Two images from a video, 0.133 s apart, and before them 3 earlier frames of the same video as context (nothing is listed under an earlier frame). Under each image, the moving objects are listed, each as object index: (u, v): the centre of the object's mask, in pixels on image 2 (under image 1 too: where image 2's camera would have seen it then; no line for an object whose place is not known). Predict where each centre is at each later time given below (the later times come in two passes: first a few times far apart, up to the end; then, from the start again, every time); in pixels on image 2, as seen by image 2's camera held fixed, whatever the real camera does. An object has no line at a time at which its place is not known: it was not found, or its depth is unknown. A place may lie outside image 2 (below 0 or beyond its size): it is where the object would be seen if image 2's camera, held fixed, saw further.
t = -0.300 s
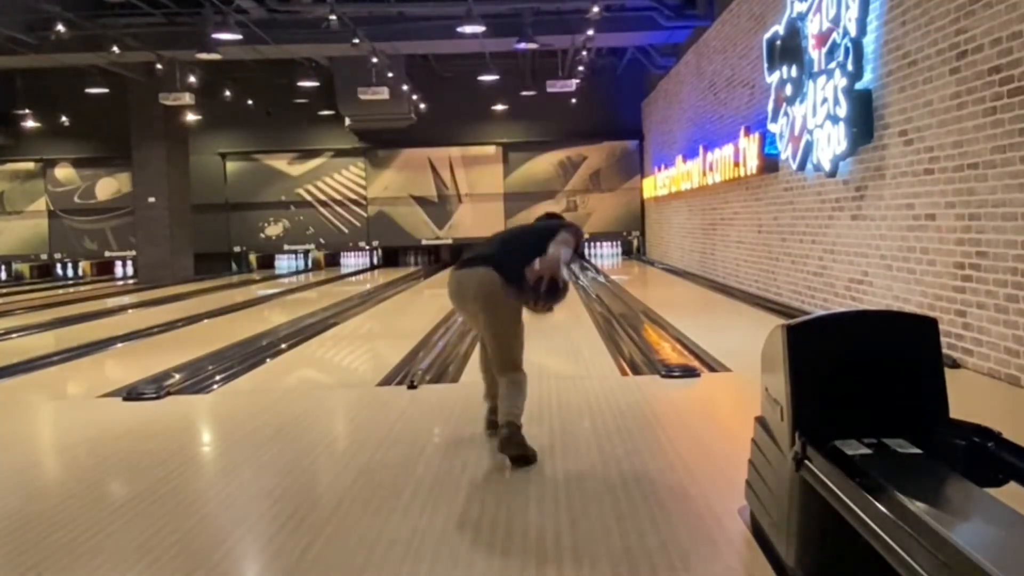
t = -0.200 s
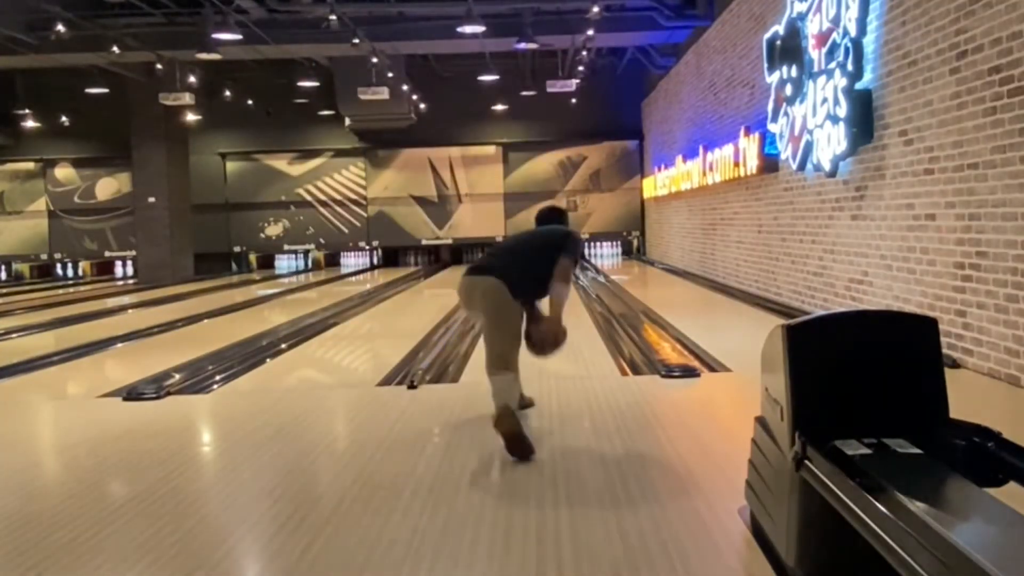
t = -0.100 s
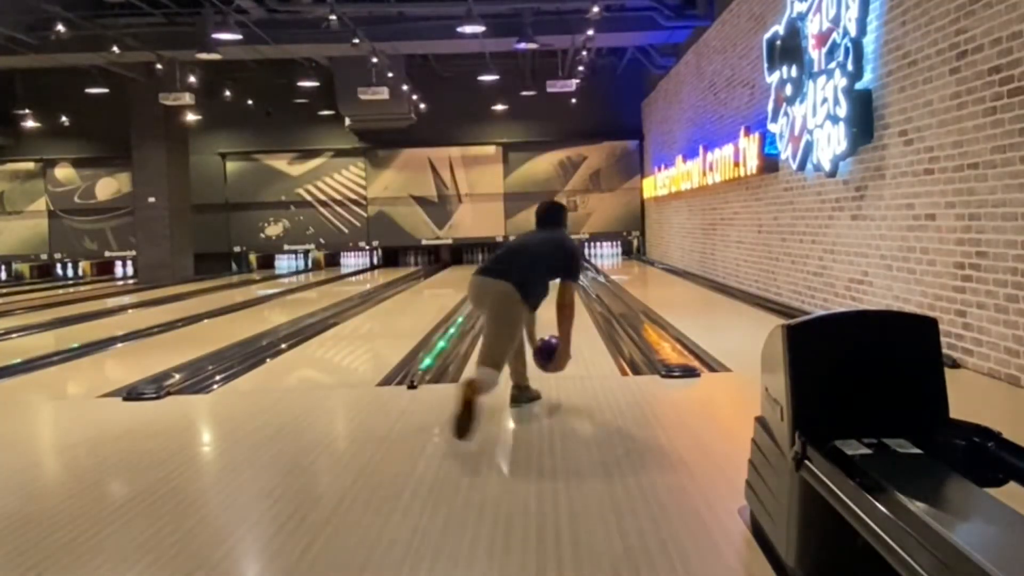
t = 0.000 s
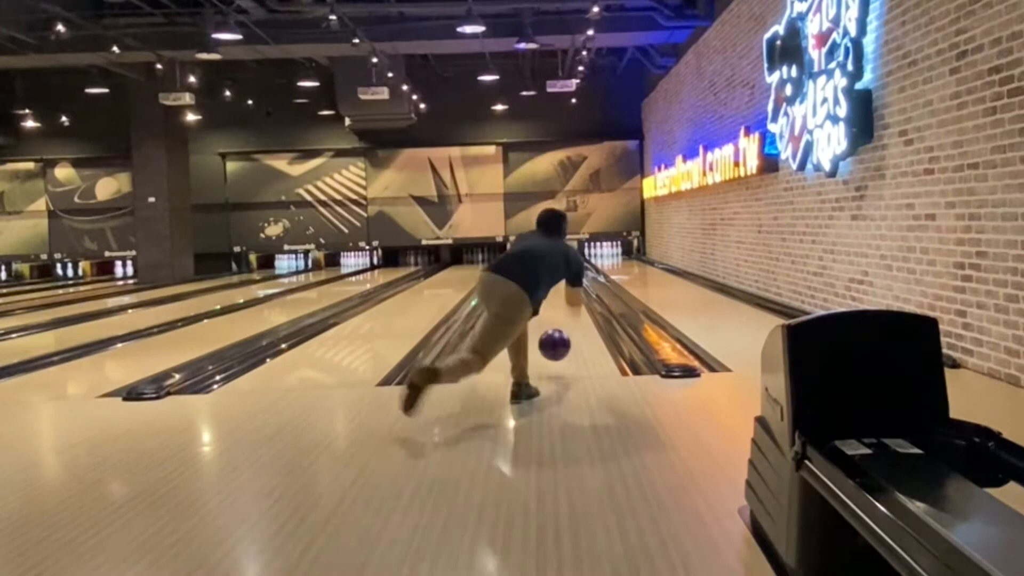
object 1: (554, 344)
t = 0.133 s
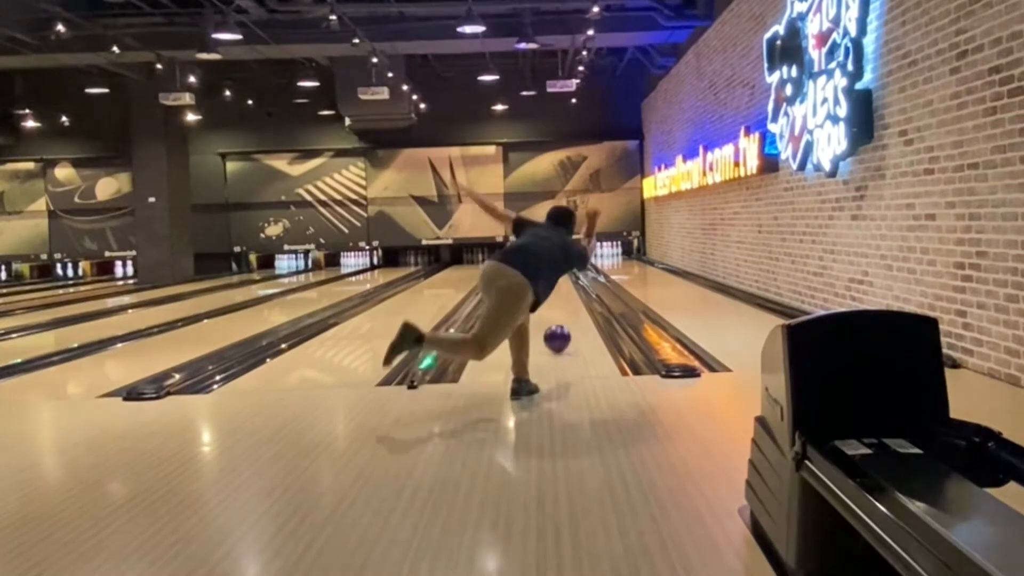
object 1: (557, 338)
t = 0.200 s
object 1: (558, 331)
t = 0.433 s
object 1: (559, 309)
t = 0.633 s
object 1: (560, 297)
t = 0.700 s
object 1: (560, 293)
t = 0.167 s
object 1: (557, 334)
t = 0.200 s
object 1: (558, 331)
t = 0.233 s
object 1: (558, 327)
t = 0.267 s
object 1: (558, 324)
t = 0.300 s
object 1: (559, 320)
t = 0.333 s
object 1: (559, 317)
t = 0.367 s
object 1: (559, 315)
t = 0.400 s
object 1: (559, 312)
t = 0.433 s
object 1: (559, 309)
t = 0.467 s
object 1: (560, 307)
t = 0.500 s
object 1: (560, 305)
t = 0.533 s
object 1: (560, 302)
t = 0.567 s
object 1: (560, 300)
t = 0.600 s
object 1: (560, 299)
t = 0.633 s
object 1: (560, 297)
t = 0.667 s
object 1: (560, 295)
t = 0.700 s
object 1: (560, 293)
